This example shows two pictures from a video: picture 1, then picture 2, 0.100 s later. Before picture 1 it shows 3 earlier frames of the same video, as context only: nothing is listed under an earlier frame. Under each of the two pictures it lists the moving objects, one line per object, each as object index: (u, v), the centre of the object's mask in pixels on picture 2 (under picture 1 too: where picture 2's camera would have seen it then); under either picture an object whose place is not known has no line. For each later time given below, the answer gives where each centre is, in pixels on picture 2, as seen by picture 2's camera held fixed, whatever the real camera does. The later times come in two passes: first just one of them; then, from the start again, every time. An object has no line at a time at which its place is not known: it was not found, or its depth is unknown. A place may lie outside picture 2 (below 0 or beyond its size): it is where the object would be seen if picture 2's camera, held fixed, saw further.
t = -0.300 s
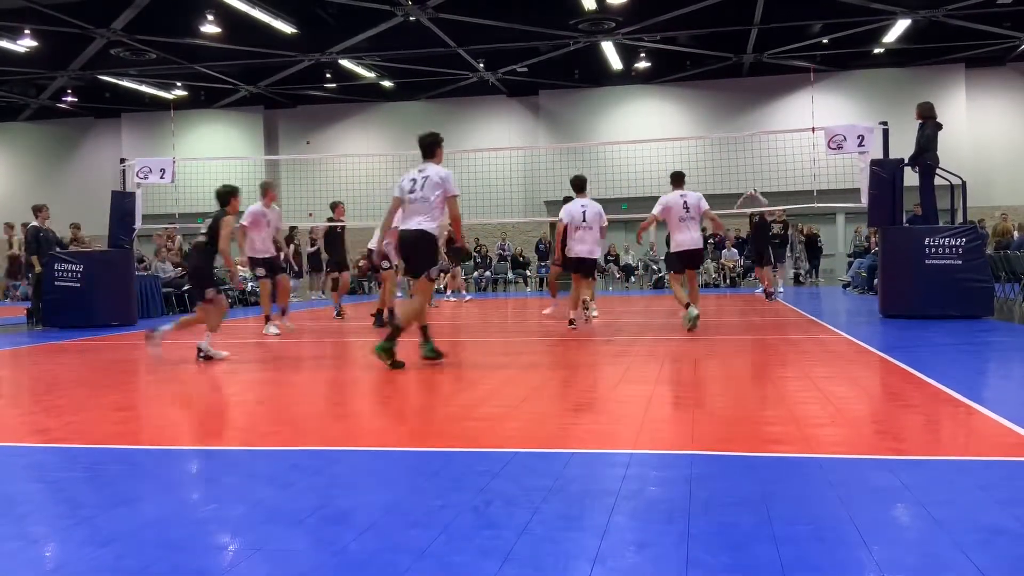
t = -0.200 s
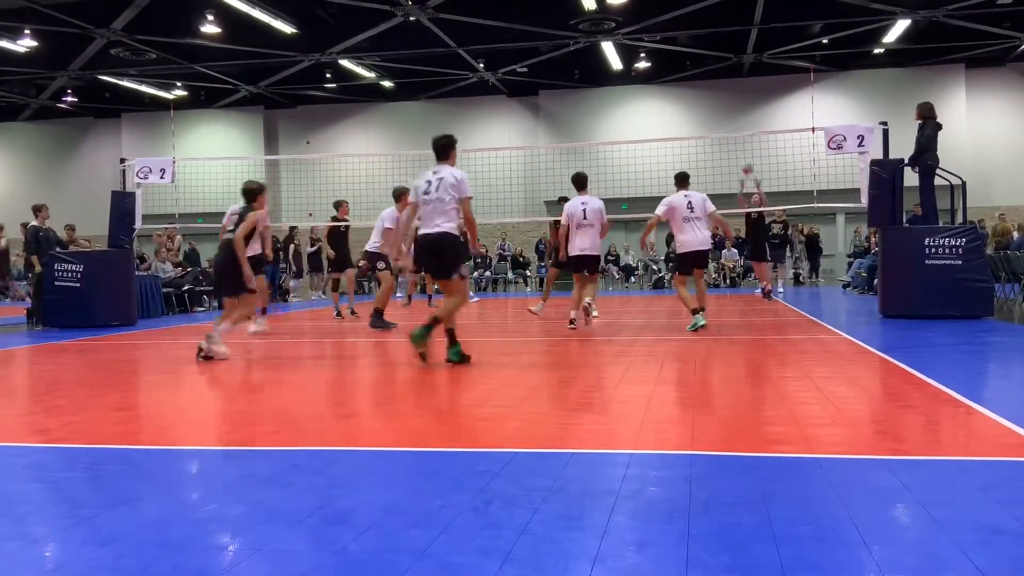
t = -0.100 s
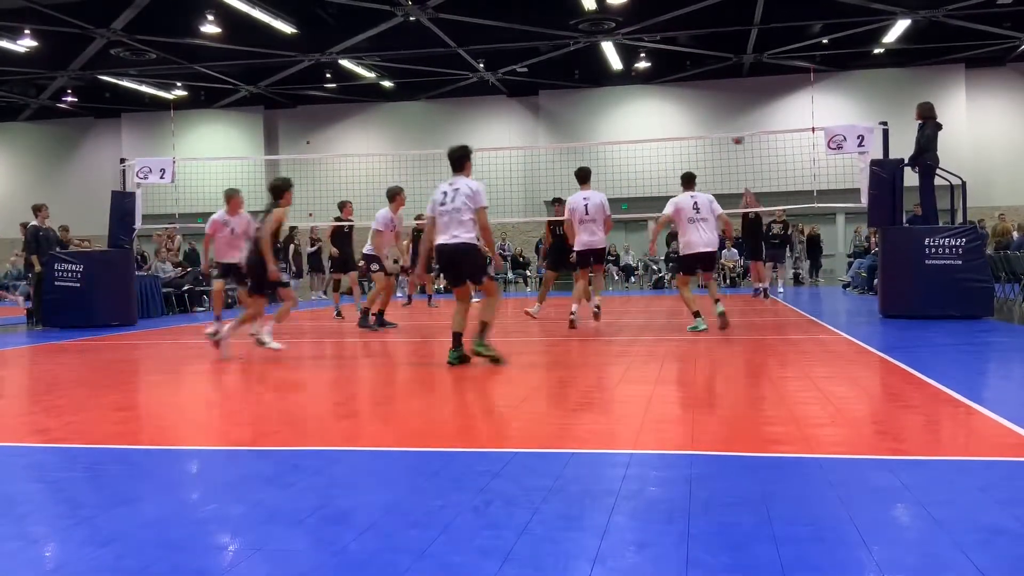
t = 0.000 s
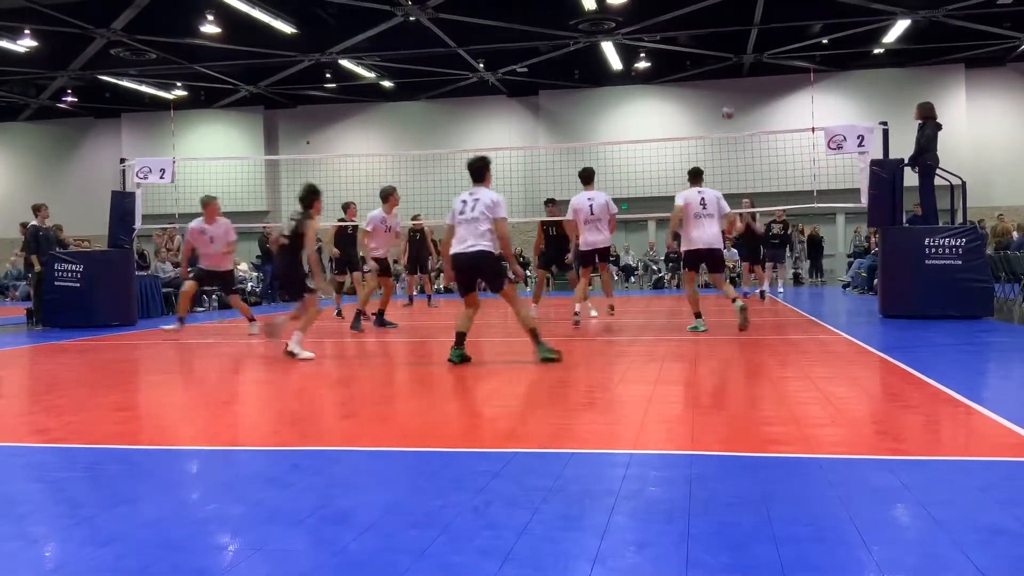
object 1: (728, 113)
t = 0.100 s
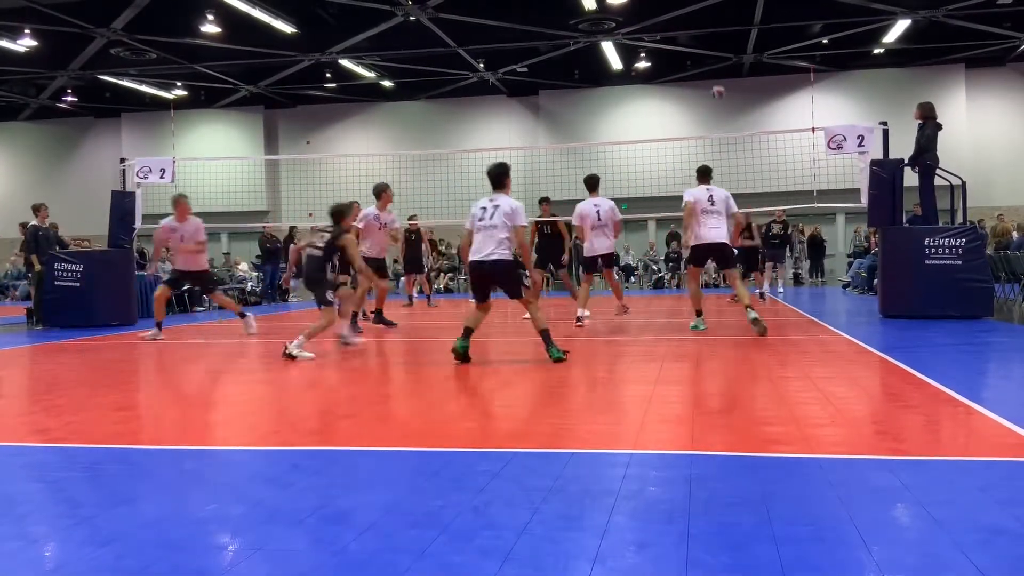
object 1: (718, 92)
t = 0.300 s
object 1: (697, 66)
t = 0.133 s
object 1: (715, 86)
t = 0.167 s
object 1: (712, 81)
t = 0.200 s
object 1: (708, 76)
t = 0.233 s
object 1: (704, 72)
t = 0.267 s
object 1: (701, 68)
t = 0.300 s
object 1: (697, 66)
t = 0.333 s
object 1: (694, 64)
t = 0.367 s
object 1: (690, 62)
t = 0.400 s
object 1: (686, 61)
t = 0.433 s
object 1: (682, 61)
